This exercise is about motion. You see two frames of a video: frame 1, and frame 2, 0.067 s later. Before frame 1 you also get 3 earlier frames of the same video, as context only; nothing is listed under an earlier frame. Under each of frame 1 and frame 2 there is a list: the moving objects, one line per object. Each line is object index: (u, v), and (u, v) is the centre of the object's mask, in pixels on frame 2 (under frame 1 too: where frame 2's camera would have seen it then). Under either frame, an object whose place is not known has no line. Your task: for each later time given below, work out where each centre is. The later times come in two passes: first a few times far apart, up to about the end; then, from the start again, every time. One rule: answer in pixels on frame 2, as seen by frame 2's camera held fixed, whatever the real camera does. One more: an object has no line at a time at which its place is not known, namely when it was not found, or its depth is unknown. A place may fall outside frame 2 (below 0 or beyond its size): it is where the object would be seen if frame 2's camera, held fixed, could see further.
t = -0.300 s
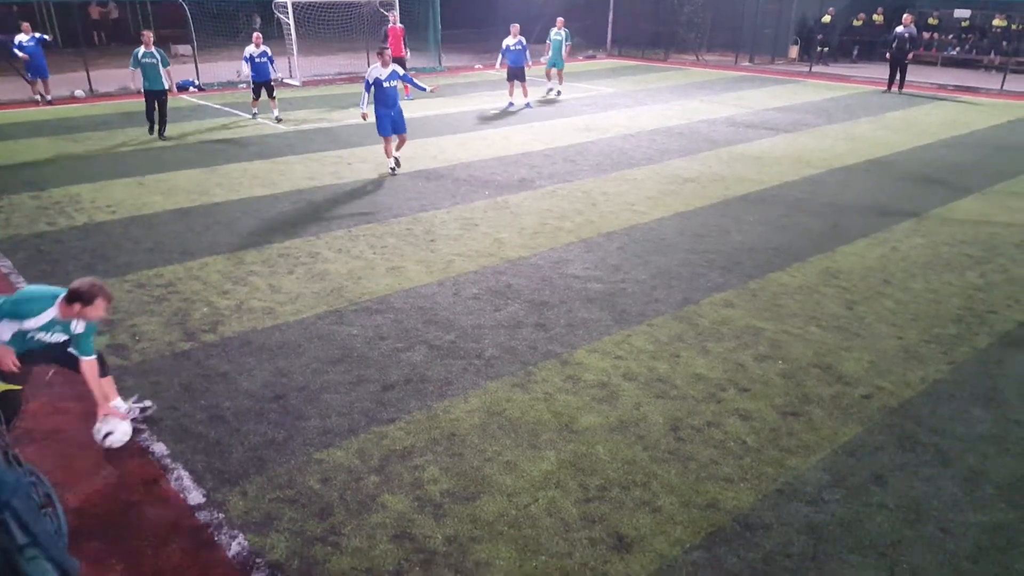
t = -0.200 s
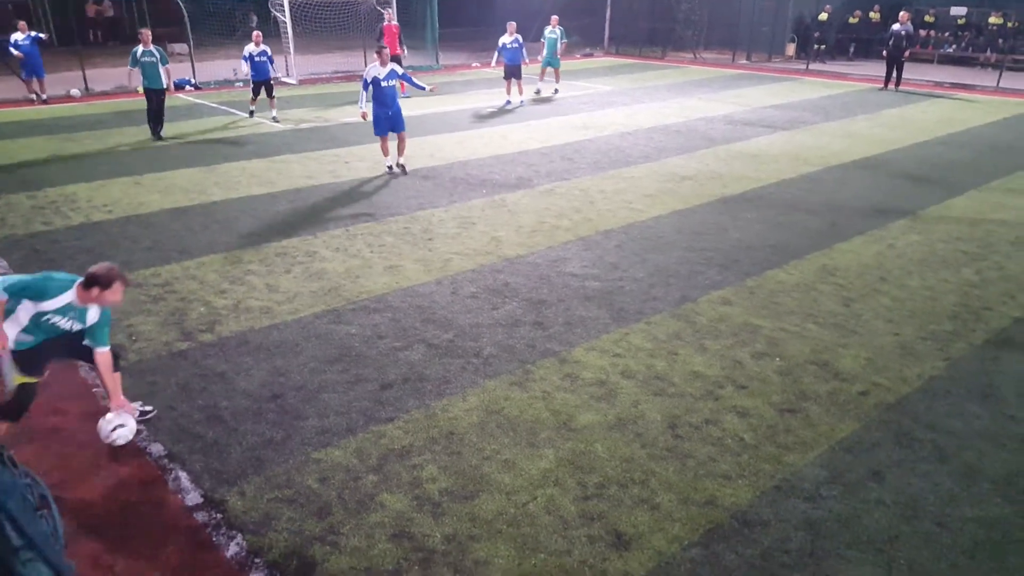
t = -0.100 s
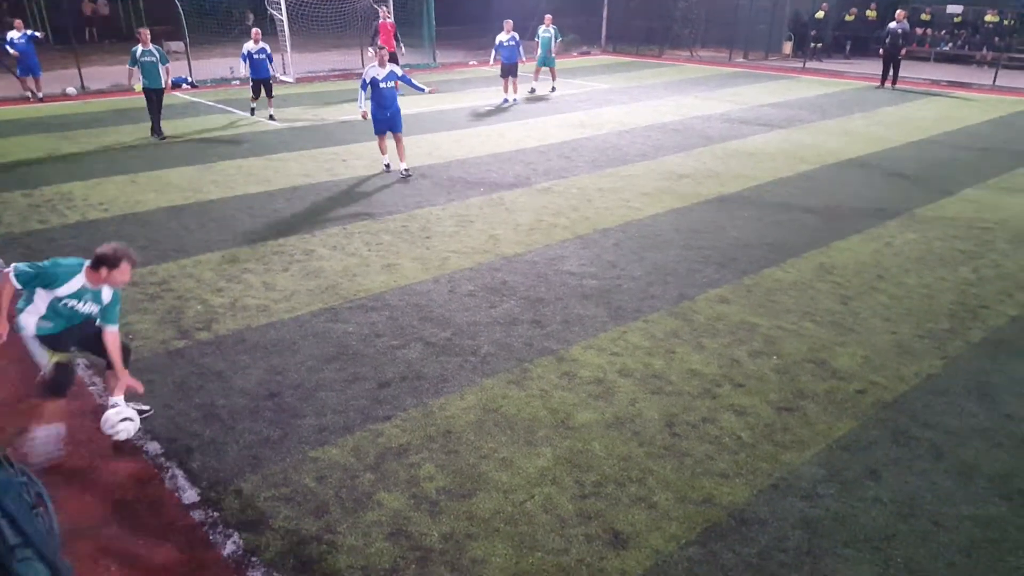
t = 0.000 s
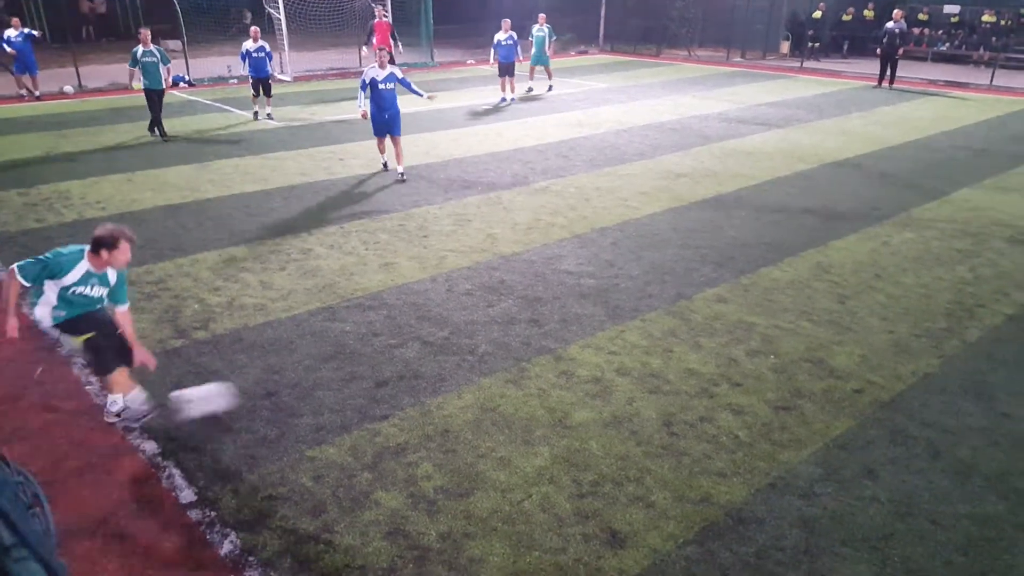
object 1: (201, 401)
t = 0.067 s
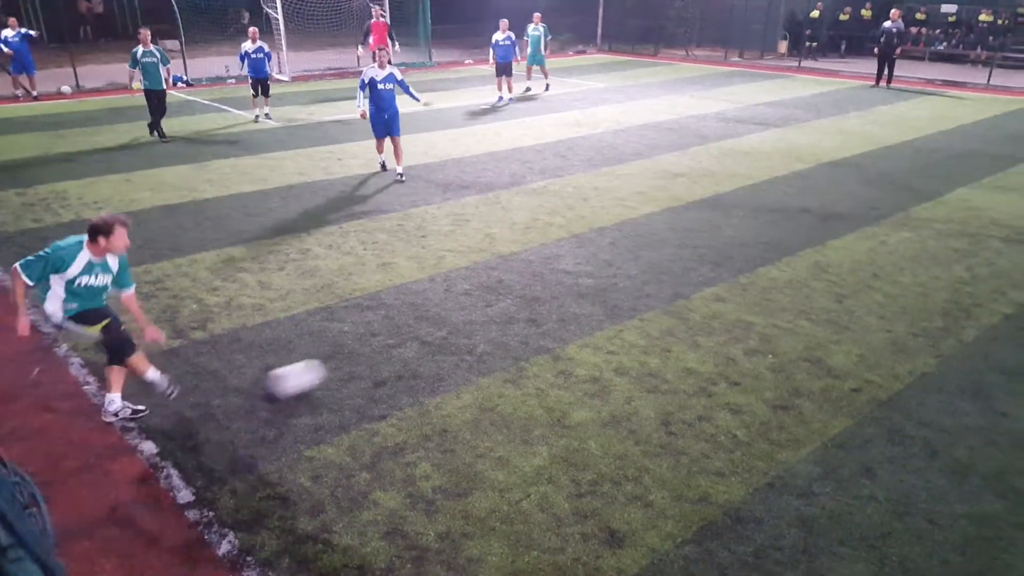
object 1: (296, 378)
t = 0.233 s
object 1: (474, 332)
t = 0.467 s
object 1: (640, 292)
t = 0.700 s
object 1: (751, 266)
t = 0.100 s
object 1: (336, 367)
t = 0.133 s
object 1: (375, 357)
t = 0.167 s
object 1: (412, 348)
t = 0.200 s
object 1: (445, 341)
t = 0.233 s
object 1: (474, 332)
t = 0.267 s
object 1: (501, 324)
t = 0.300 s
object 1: (528, 317)
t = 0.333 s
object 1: (553, 312)
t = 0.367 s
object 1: (578, 307)
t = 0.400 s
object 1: (602, 305)
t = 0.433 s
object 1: (622, 299)
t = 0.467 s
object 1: (640, 292)
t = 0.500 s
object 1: (658, 286)
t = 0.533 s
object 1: (675, 282)
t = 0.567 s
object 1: (692, 280)
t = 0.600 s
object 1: (708, 279)
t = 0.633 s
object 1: (723, 277)
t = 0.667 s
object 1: (737, 271)
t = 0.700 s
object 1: (751, 266)
